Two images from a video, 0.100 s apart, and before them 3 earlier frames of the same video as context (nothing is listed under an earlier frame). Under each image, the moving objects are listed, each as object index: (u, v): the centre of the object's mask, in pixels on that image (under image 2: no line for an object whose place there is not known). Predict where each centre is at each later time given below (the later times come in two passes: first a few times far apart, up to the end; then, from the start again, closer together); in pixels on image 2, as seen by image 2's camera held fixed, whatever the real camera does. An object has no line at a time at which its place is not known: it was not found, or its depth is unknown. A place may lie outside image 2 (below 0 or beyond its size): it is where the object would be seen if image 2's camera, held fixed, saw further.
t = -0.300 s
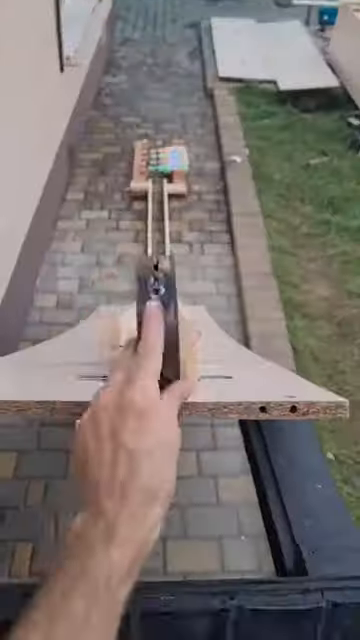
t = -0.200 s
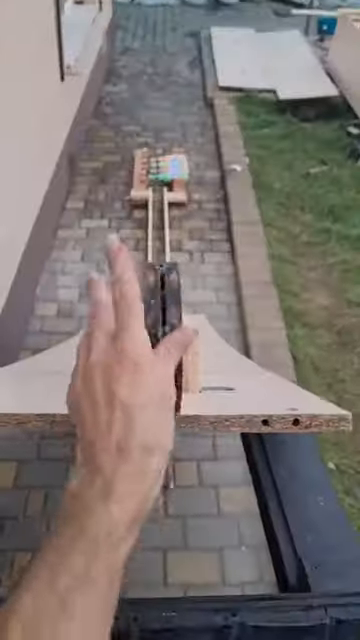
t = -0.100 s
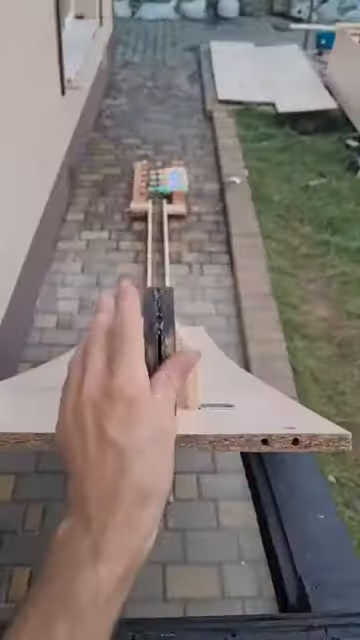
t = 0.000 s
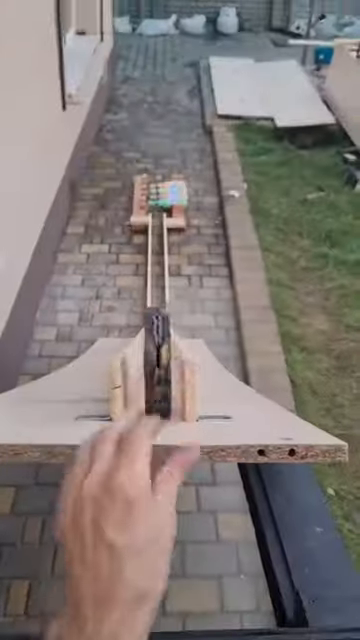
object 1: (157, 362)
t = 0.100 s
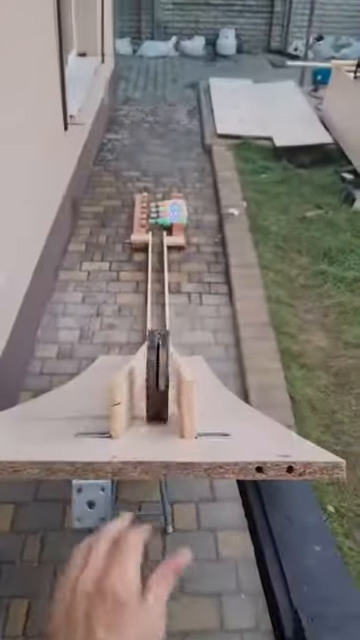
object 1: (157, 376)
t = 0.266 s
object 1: (159, 370)
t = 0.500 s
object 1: (160, 357)
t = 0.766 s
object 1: (159, 340)
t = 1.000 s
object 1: (159, 252)
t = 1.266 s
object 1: (149, 193)
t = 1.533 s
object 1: (140, 187)
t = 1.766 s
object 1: (141, 186)
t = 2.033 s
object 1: (153, 182)
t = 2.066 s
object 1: (153, 182)
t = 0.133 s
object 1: (158, 375)
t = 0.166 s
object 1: (158, 373)
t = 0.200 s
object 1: (159, 372)
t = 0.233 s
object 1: (159, 369)
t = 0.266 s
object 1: (159, 370)
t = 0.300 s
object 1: (159, 368)
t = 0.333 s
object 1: (159, 365)
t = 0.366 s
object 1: (159, 364)
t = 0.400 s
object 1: (159, 362)
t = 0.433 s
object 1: (159, 360)
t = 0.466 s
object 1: (160, 357)
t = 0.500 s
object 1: (160, 357)
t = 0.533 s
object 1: (160, 355)
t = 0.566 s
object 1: (160, 354)
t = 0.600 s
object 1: (160, 351)
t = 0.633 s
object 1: (160, 349)
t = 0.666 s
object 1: (160, 346)
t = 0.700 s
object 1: (160, 344)
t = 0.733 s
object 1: (159, 345)
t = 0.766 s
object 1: (159, 340)
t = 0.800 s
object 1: (159, 320)
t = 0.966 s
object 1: (158, 264)
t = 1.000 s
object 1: (159, 252)
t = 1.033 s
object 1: (159, 249)
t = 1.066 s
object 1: (158, 236)
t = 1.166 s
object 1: (154, 208)
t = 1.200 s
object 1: (153, 202)
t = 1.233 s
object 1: (151, 193)
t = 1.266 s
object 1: (149, 193)
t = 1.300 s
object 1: (147, 190)
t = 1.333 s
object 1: (147, 185)
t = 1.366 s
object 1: (141, 183)
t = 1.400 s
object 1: (143, 182)
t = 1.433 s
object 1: (141, 183)
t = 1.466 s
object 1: (140, 185)
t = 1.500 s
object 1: (140, 187)
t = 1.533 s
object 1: (140, 187)
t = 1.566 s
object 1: (140, 187)
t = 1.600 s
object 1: (140, 187)
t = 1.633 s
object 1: (140, 187)
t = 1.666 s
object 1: (140, 187)
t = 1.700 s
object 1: (141, 186)
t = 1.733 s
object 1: (140, 186)
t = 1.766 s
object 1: (141, 186)
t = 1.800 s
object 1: (142, 186)
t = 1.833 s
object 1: (145, 185)
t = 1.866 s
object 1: (148, 185)
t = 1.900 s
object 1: (150, 184)
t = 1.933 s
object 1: (152, 182)
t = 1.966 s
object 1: (153, 182)
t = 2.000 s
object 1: (153, 182)
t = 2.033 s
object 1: (153, 182)
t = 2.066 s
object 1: (153, 182)
